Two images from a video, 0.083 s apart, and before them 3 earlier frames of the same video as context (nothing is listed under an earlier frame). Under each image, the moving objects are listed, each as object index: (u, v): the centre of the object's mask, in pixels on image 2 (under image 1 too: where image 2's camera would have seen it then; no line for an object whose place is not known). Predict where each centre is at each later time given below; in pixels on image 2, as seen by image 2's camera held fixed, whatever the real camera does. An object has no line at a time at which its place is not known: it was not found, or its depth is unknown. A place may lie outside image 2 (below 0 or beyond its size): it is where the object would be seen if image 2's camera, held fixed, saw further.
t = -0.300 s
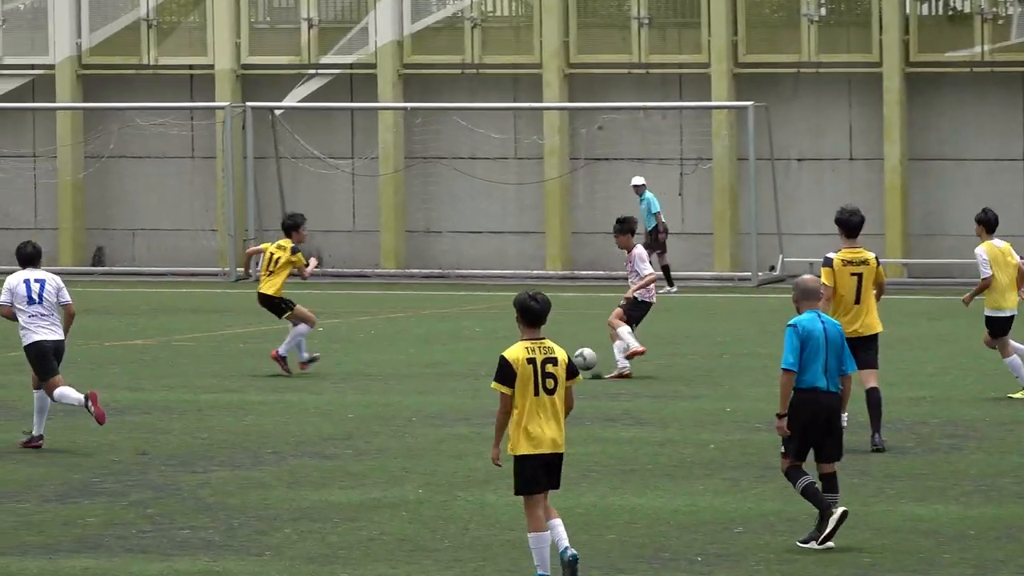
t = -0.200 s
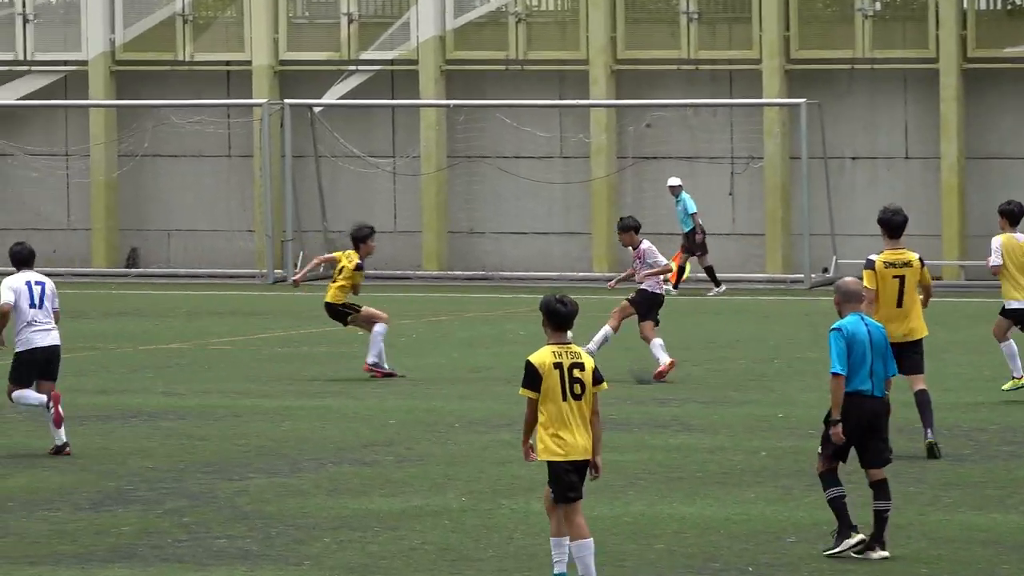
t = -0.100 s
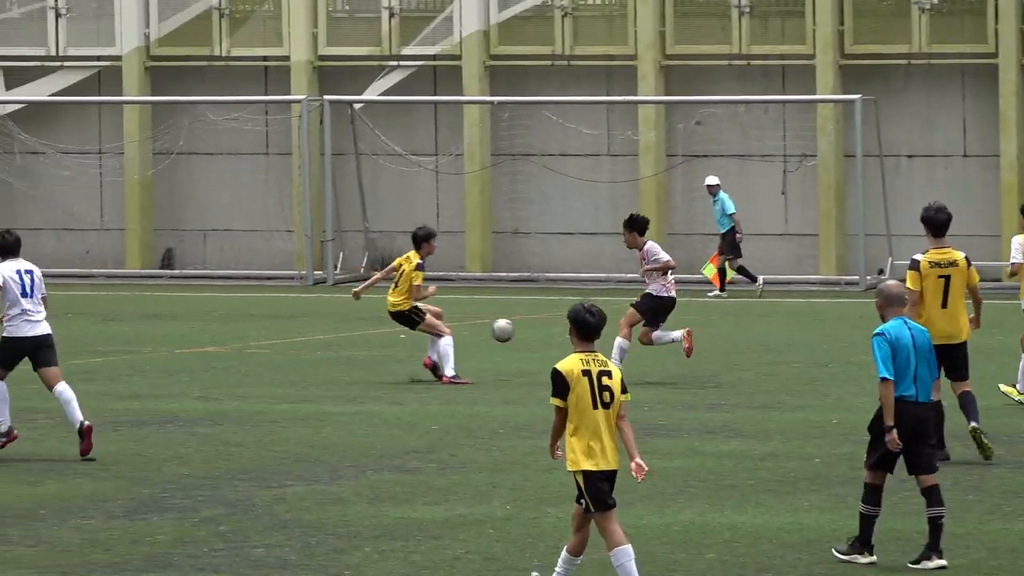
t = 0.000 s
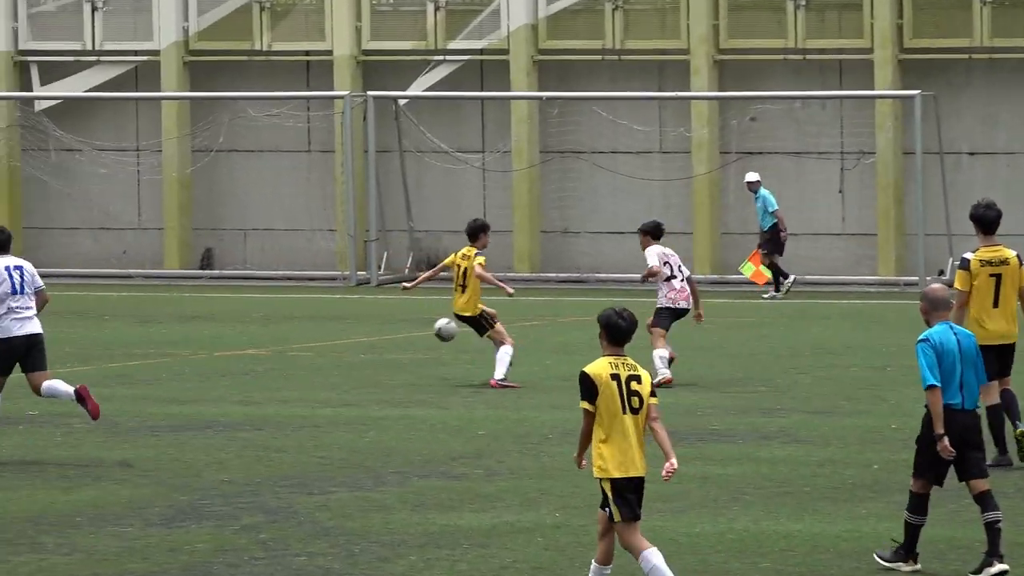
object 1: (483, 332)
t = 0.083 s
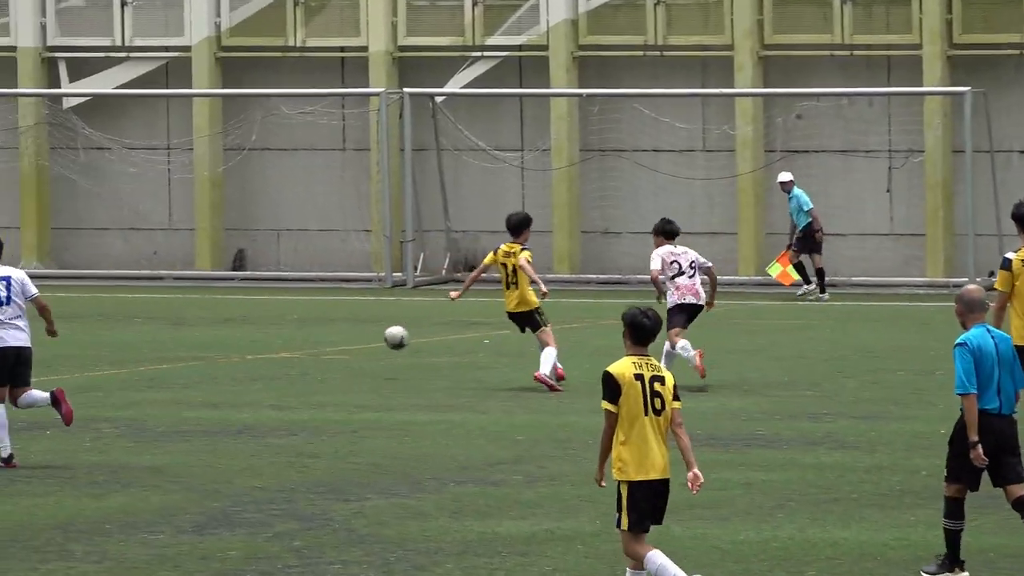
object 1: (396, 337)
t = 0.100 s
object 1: (378, 339)
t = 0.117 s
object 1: (362, 341)
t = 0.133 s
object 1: (345, 343)
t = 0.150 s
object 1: (328, 345)
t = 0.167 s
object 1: (311, 348)
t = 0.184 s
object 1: (295, 351)
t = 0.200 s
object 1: (279, 355)
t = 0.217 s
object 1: (263, 358)
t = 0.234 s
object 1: (247, 361)
